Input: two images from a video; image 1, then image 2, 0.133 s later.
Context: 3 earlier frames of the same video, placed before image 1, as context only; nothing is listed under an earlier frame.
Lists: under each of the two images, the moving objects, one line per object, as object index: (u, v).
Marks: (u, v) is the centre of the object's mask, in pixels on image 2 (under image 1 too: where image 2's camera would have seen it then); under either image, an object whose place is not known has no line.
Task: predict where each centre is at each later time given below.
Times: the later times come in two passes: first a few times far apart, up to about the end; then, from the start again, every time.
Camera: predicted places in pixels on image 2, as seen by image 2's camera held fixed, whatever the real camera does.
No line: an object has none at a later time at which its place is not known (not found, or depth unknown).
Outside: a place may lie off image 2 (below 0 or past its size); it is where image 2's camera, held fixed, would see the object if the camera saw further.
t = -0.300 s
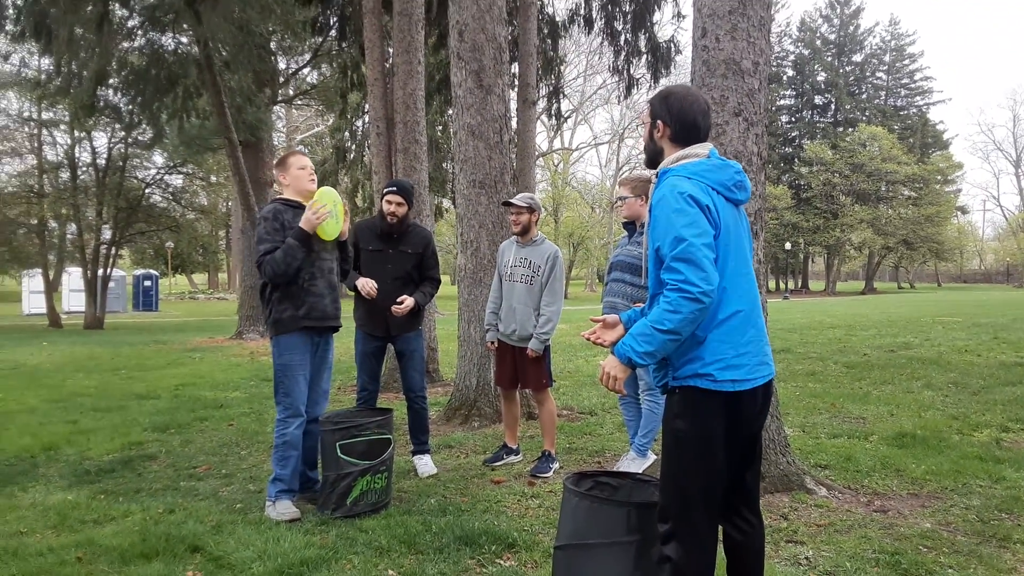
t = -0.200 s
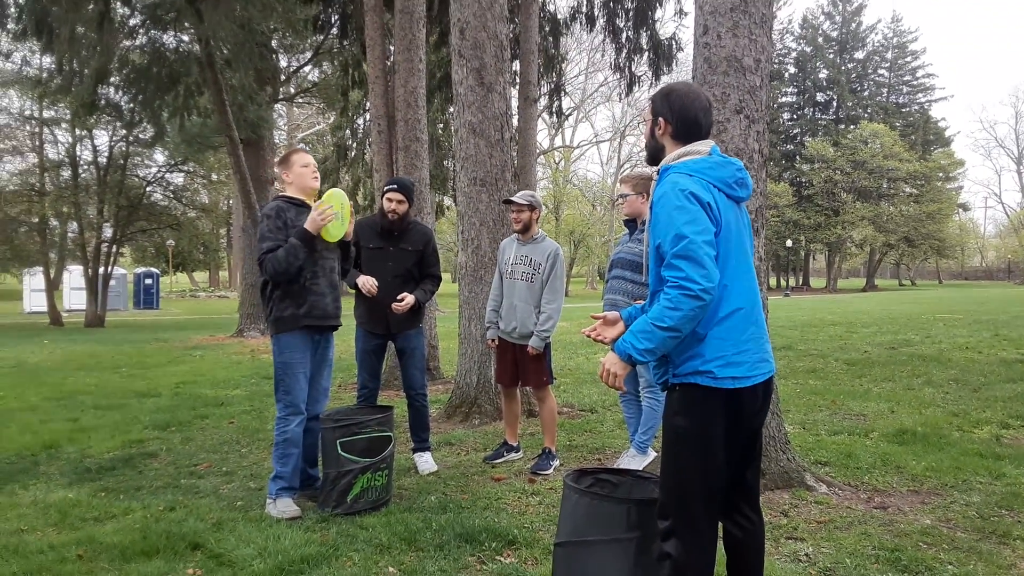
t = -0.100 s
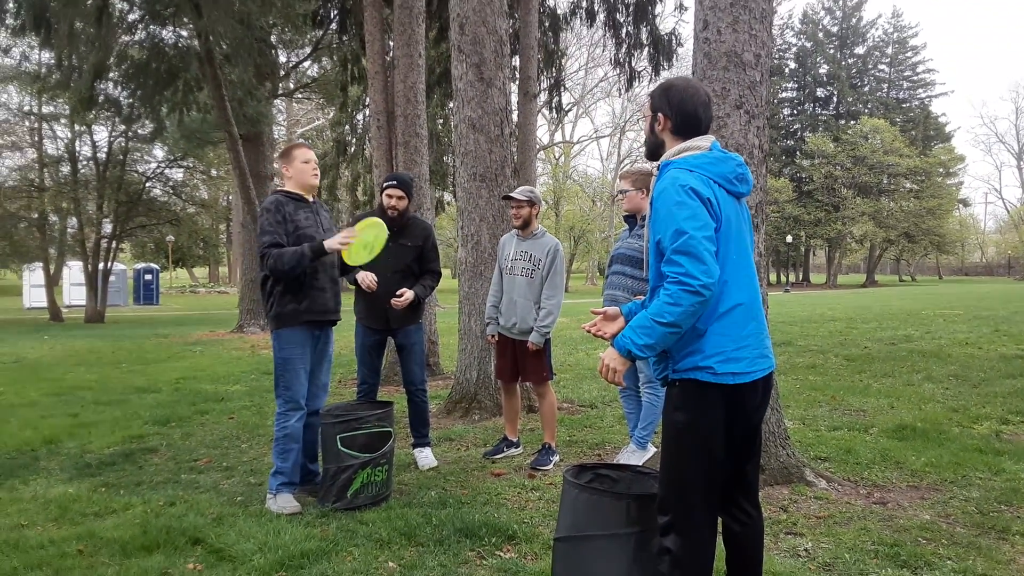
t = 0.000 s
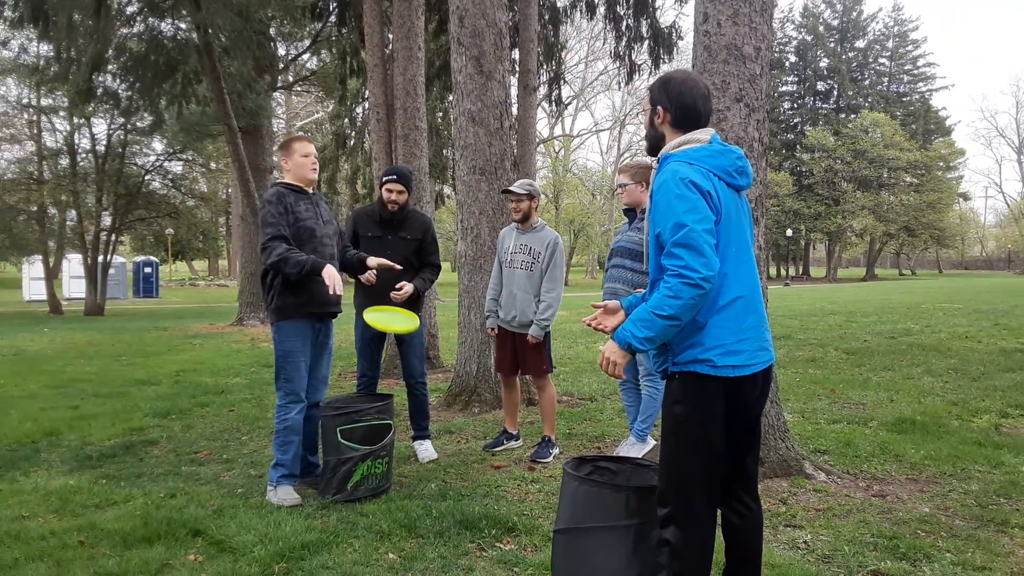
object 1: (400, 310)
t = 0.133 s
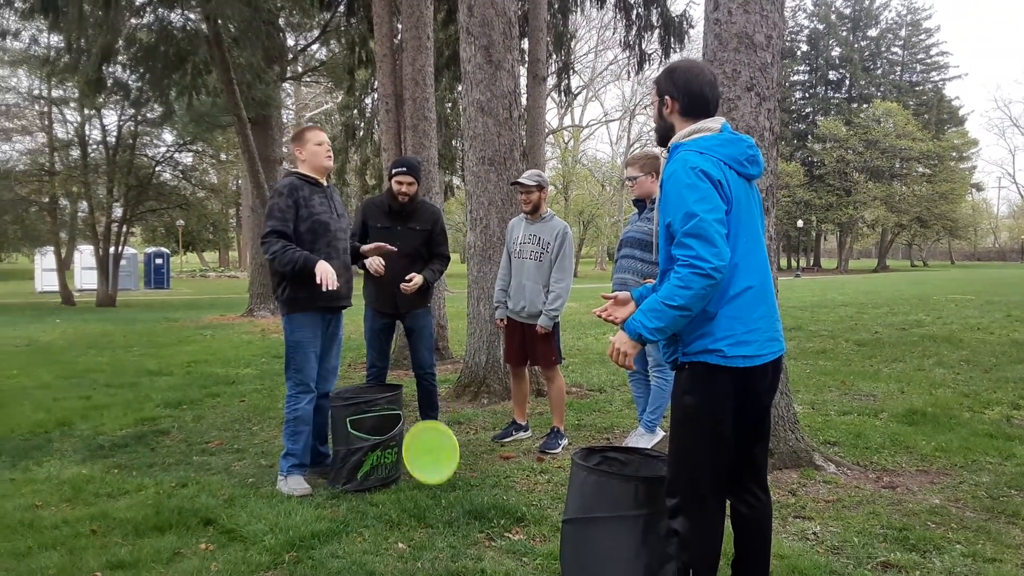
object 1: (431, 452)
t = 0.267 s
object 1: (430, 464)
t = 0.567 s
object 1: (410, 535)
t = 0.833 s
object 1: (409, 535)
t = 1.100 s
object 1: (409, 536)
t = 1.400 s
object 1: (409, 533)
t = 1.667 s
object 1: (409, 528)
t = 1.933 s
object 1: (410, 526)
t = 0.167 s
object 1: (436, 478)
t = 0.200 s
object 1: (434, 472)
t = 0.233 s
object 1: (432, 467)
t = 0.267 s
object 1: (430, 464)
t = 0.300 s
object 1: (429, 464)
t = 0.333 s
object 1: (427, 465)
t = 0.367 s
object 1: (425, 469)
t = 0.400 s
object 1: (422, 475)
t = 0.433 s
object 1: (420, 483)
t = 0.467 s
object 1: (418, 495)
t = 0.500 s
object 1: (415, 510)
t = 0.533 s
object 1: (412, 526)
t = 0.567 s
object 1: (410, 535)
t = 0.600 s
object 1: (410, 532)
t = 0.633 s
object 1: (411, 530)
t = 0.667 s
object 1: (411, 530)
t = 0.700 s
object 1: (410, 531)
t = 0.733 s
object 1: (410, 533)
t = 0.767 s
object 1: (409, 535)
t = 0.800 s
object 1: (409, 535)
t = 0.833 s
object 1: (409, 535)
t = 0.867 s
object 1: (409, 535)
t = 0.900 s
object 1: (409, 536)
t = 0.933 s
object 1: (409, 535)
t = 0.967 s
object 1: (409, 536)
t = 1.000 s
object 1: (409, 536)
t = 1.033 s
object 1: (409, 536)
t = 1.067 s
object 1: (409, 536)
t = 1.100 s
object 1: (409, 536)
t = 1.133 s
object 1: (409, 536)
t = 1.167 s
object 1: (409, 536)
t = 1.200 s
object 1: (409, 536)
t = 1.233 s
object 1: (409, 536)
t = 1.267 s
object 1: (409, 536)
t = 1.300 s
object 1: (409, 534)
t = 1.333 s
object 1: (409, 534)
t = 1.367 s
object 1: (409, 533)
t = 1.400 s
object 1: (409, 533)
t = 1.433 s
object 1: (409, 533)
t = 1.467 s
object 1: (409, 532)
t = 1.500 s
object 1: (409, 532)
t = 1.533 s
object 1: (409, 531)
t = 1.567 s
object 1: (409, 530)
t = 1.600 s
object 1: (409, 529)
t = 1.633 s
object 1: (409, 529)
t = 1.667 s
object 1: (409, 528)
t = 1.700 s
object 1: (410, 528)
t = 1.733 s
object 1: (410, 528)
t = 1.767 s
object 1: (410, 527)
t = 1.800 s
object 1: (410, 527)
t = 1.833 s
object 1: (410, 526)
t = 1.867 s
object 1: (410, 526)
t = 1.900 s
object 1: (410, 526)
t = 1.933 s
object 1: (410, 526)
